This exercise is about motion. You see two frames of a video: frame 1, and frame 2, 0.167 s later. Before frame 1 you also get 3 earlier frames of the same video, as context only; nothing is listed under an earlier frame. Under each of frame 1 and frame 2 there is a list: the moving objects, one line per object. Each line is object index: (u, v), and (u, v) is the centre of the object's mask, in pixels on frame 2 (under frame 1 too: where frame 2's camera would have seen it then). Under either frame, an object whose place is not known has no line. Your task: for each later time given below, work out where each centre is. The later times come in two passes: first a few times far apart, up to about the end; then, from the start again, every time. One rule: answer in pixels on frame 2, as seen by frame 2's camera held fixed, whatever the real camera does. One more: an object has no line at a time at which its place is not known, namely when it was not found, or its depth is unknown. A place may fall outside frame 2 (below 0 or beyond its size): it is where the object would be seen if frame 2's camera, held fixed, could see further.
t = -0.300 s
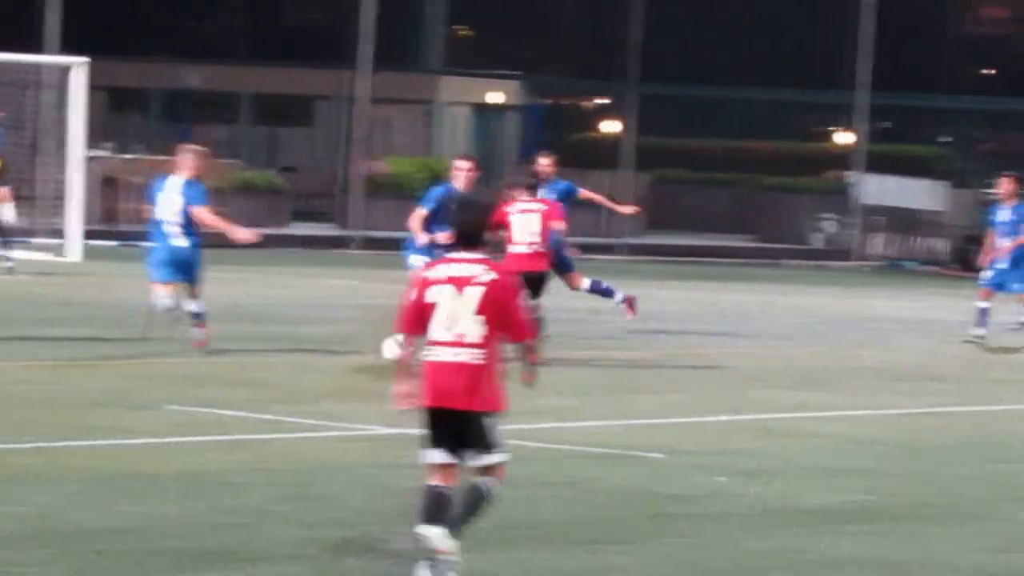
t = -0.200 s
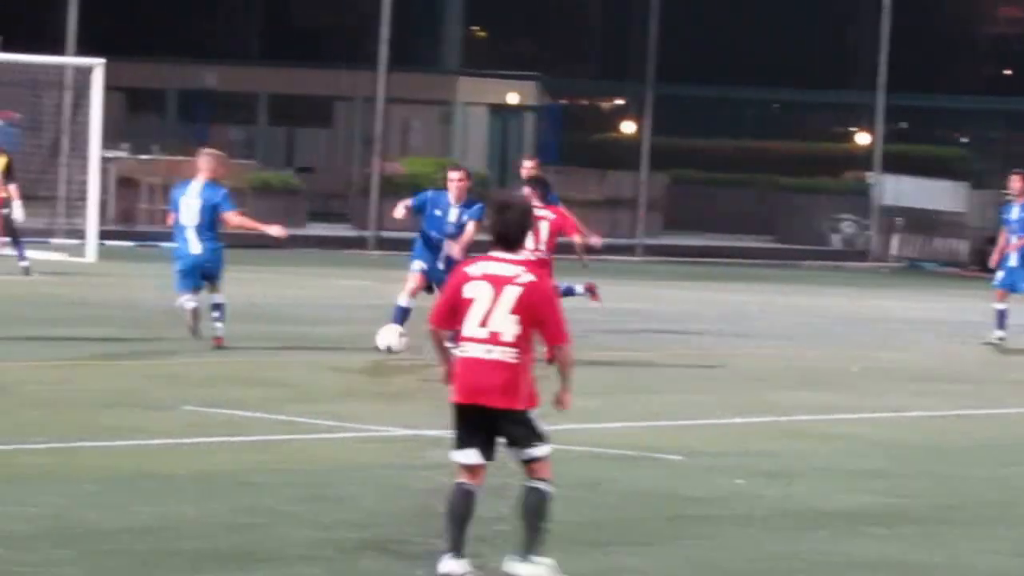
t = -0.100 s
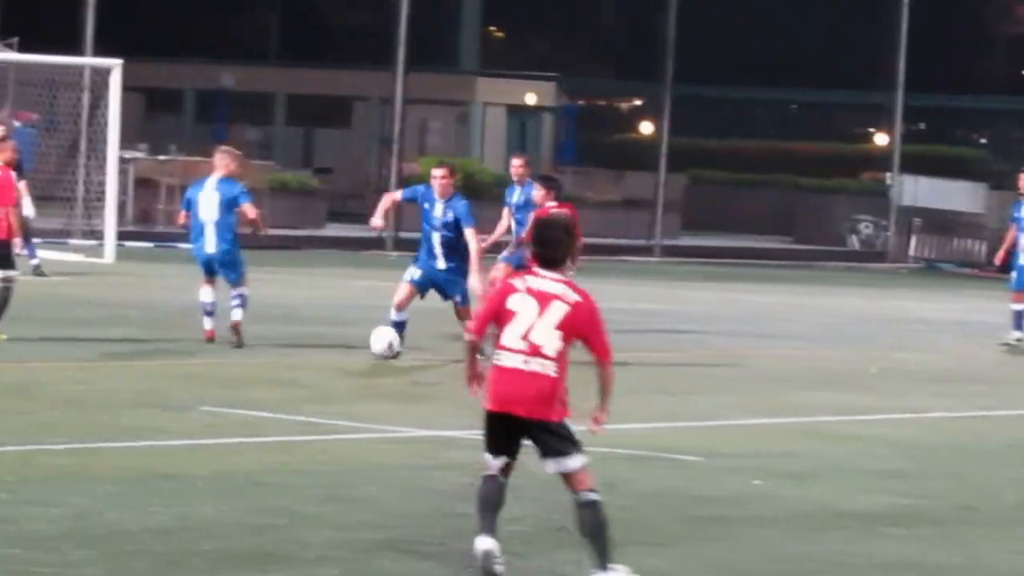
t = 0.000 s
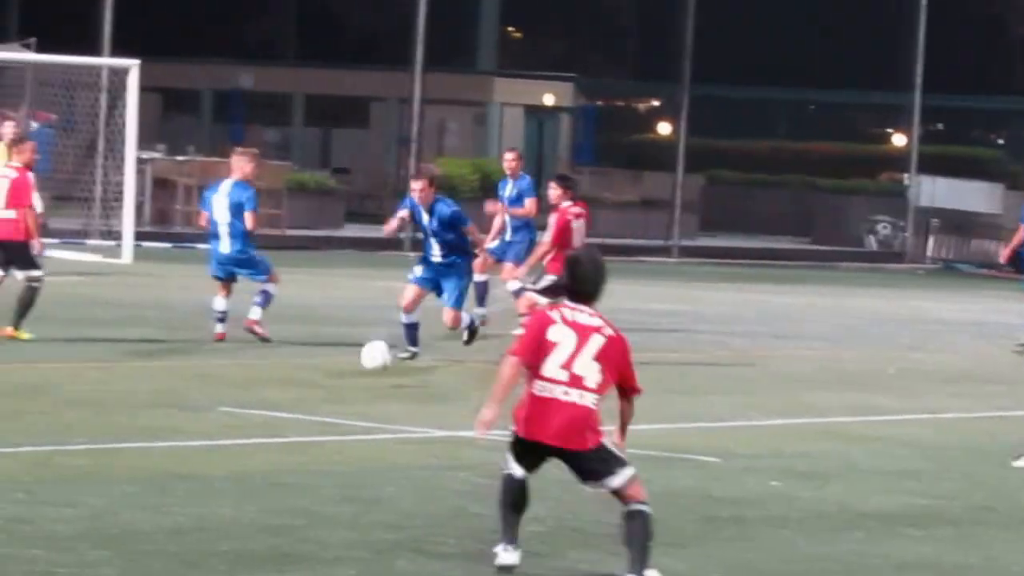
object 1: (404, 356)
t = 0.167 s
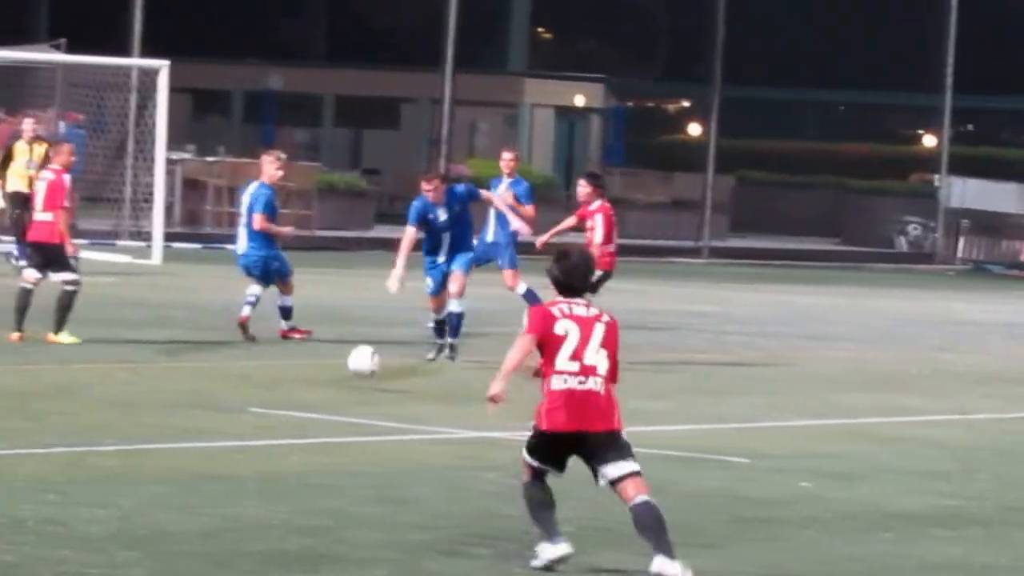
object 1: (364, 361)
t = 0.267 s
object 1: (339, 359)
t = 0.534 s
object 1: (268, 379)
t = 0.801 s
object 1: (195, 392)
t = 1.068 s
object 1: (121, 395)
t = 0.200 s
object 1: (355, 358)
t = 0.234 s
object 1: (347, 359)
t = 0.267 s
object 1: (339, 359)
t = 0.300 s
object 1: (330, 362)
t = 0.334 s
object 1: (321, 367)
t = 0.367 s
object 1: (312, 374)
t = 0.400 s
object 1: (304, 382)
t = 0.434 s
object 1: (295, 381)
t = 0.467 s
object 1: (286, 379)
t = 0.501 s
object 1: (278, 378)
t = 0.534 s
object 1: (268, 379)
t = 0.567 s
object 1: (259, 382)
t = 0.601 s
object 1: (250, 386)
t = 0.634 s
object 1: (240, 388)
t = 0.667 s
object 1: (232, 386)
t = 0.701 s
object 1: (222, 385)
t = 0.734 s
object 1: (214, 386)
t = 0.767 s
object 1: (203, 388)
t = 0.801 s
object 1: (195, 392)
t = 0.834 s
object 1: (186, 392)
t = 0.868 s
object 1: (177, 392)
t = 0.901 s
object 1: (169, 391)
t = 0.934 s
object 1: (158, 393)
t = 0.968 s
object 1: (149, 396)
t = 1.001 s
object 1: (139, 396)
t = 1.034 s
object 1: (130, 396)
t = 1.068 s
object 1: (121, 395)
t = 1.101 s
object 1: (111, 397)
